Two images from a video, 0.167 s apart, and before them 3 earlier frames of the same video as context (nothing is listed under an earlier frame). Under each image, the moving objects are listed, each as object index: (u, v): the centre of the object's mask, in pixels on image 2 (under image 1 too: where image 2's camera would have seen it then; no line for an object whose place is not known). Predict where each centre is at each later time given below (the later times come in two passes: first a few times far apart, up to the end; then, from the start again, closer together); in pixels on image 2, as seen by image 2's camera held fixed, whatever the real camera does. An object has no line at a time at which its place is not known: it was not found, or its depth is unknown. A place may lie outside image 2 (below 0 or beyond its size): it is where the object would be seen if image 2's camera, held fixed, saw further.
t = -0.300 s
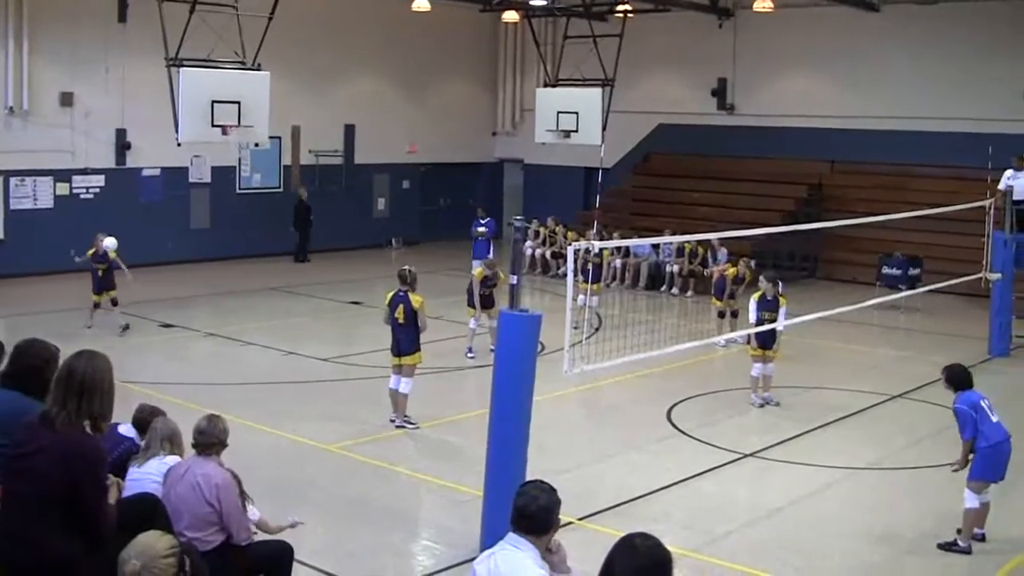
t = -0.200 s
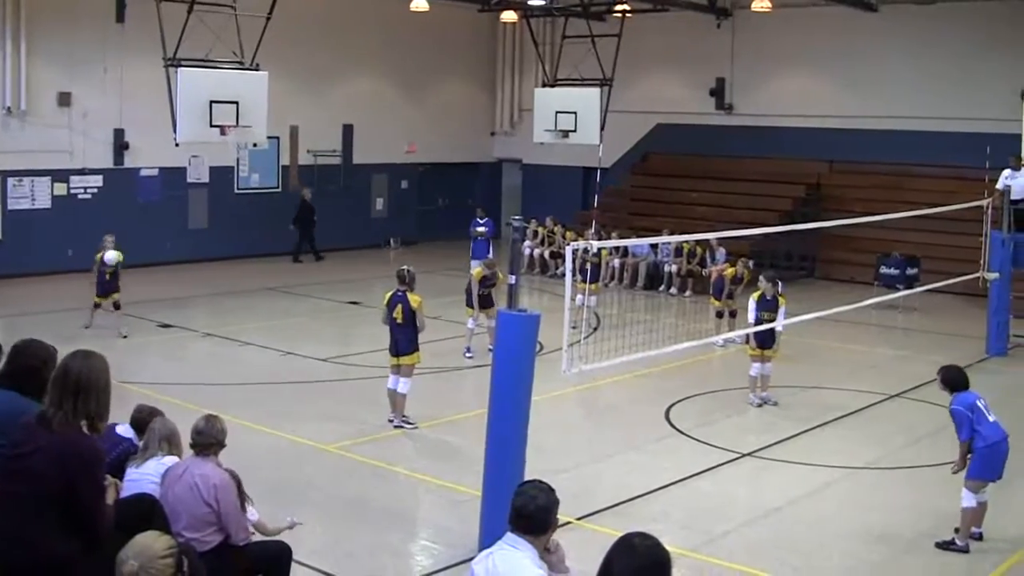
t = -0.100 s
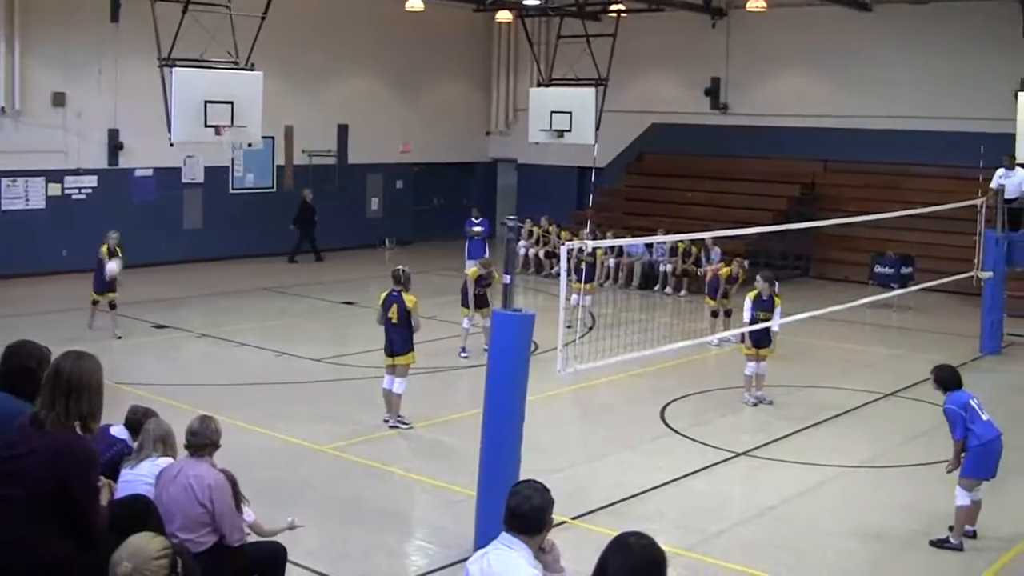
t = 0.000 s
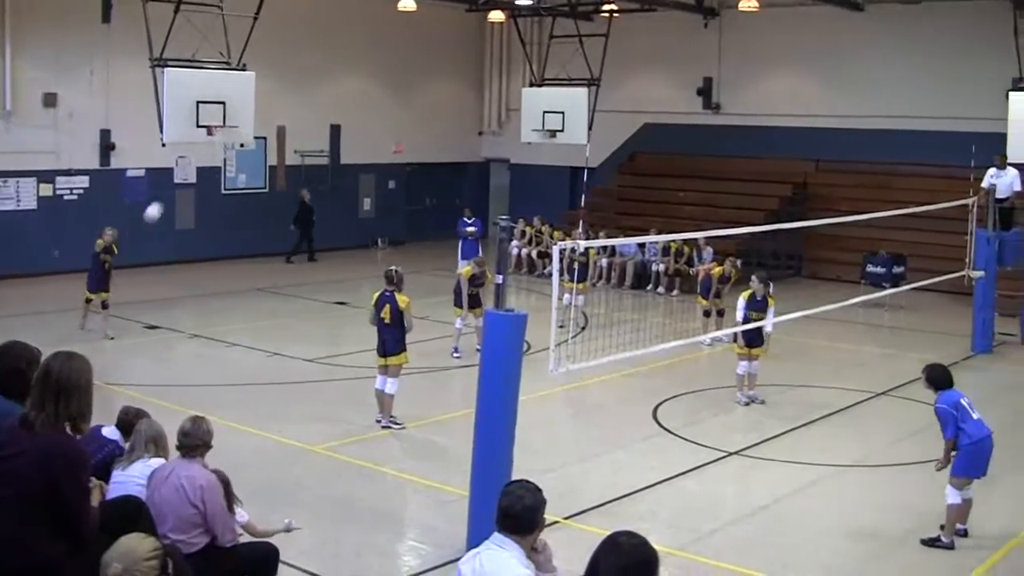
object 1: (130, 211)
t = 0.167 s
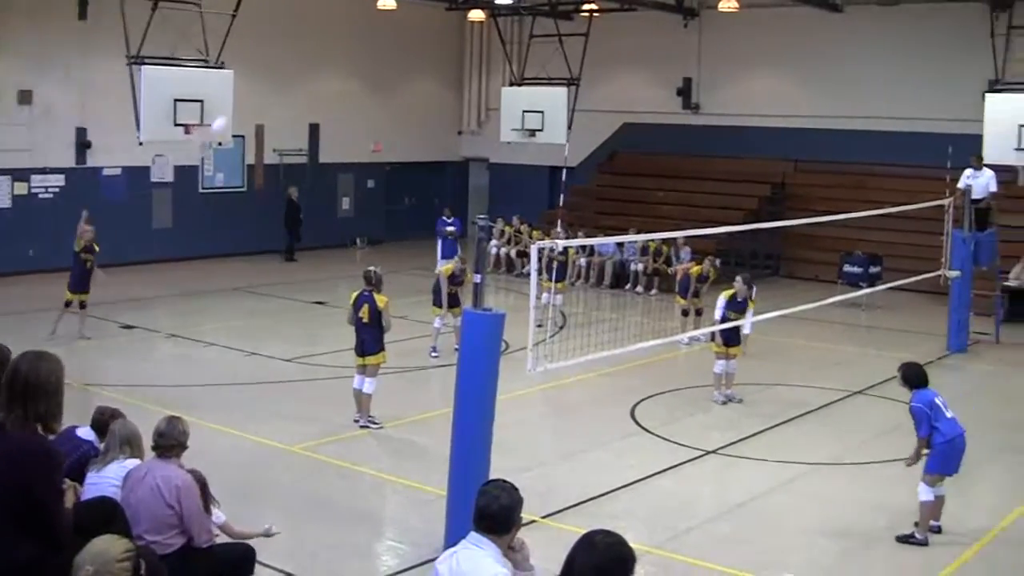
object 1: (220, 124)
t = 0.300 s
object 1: (301, 67)
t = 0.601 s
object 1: (515, -15)
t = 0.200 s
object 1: (240, 109)
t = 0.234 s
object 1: (260, 94)
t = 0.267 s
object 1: (280, 81)
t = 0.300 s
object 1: (301, 67)
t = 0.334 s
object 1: (323, 55)
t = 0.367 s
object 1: (345, 43)
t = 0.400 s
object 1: (368, 32)
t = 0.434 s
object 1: (392, 22)
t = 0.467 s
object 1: (415, 13)
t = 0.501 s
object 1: (440, 4)
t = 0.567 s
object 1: (490, -9)
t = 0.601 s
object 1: (515, -15)
